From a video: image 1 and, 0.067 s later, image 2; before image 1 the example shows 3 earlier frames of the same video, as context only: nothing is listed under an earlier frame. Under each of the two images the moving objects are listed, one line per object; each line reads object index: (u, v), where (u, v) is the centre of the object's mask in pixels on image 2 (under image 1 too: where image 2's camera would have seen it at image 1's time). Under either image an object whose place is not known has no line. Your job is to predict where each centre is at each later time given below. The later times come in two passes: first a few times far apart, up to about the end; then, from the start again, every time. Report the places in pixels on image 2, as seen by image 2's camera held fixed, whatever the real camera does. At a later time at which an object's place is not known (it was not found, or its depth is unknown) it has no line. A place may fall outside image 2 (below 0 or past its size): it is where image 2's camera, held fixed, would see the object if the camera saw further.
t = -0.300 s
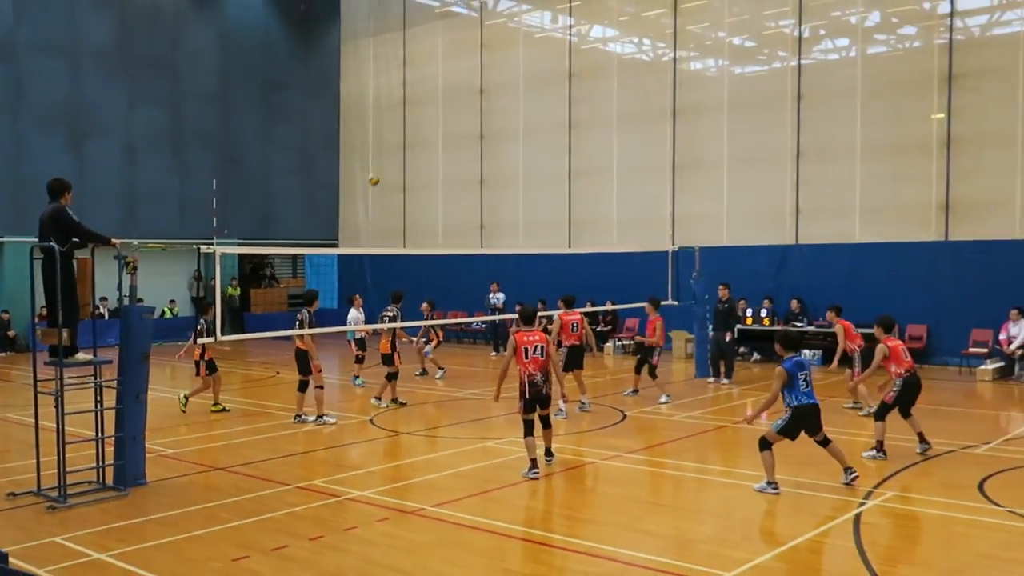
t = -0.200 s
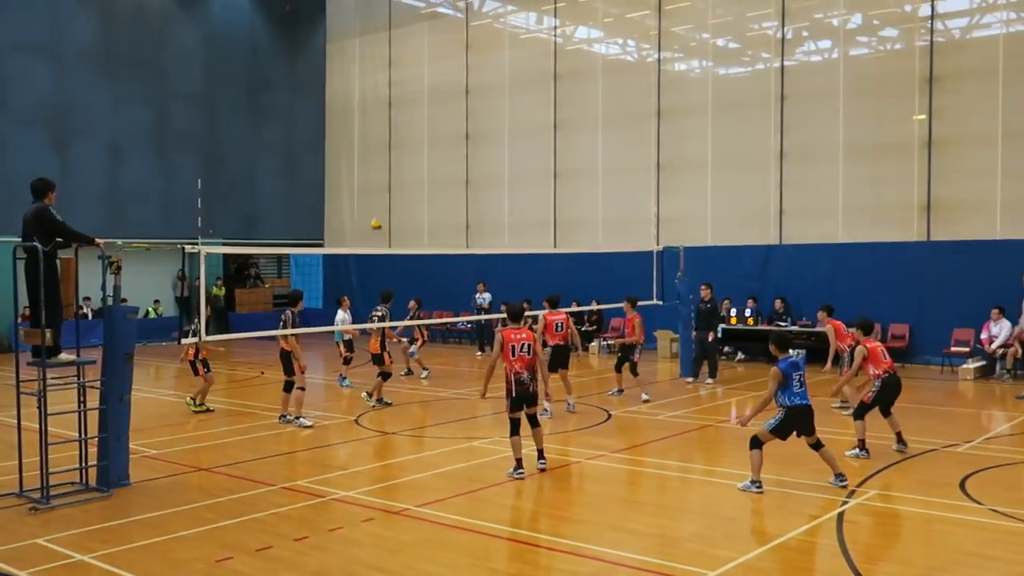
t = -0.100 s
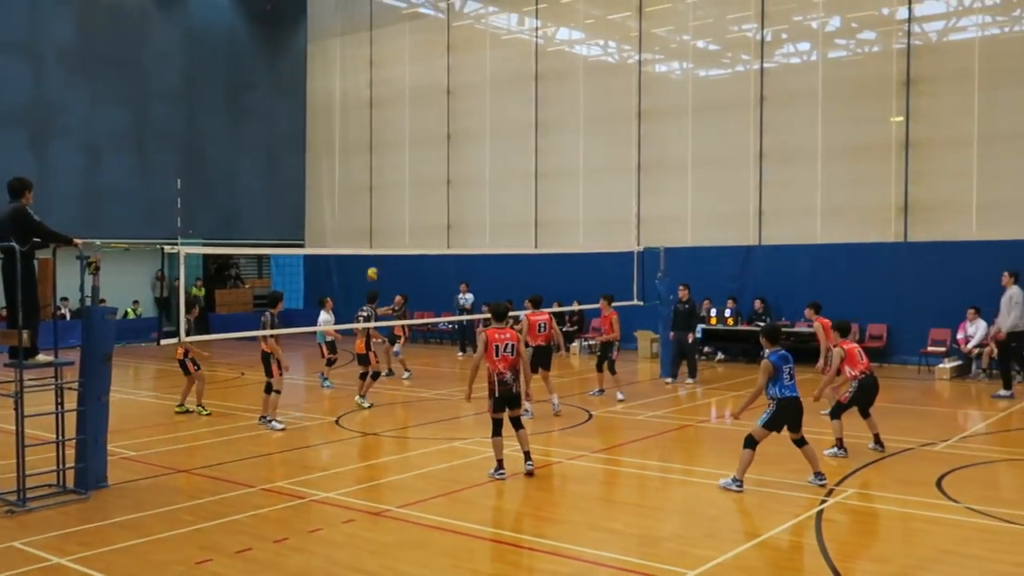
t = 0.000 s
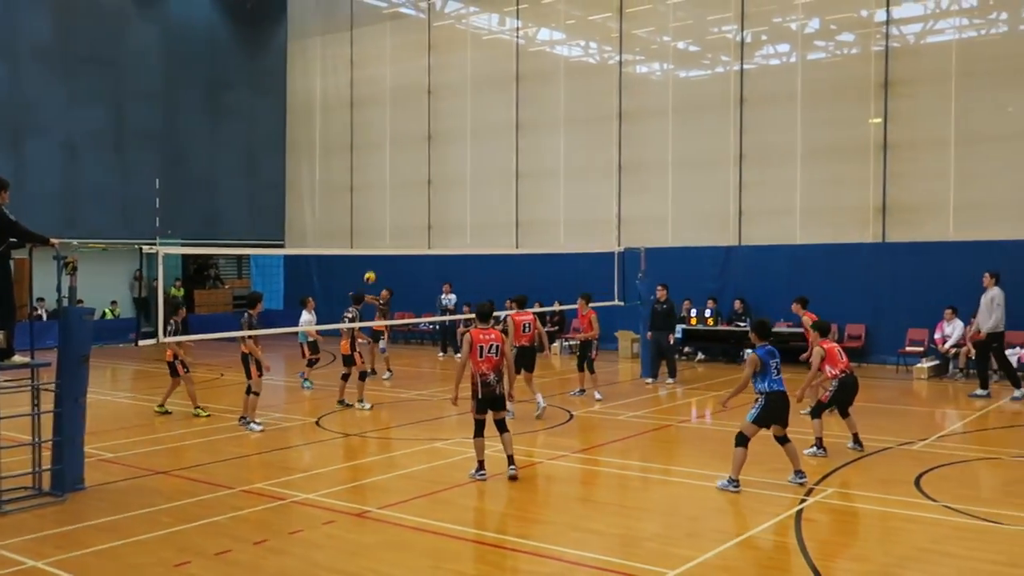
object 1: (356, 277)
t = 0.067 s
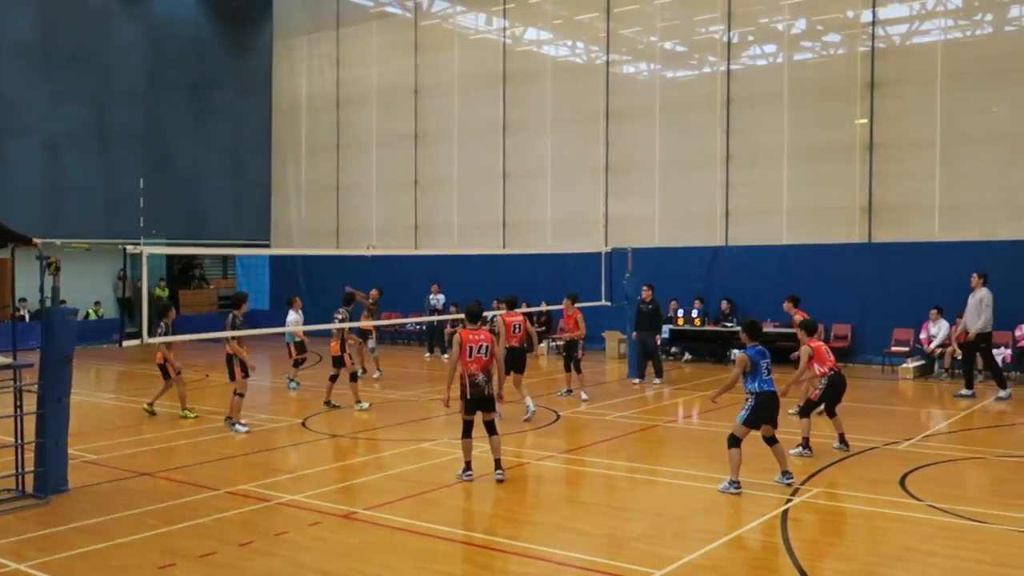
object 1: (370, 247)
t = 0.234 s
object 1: (403, 189)
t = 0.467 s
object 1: (455, 122)
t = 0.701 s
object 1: (521, 84)
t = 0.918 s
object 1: (596, 80)
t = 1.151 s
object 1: (691, 123)
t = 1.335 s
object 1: (780, 201)
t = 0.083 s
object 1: (373, 243)
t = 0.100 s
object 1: (376, 236)
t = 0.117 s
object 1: (378, 230)
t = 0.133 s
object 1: (381, 224)
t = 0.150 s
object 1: (385, 219)
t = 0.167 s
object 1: (389, 212)
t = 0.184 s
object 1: (392, 206)
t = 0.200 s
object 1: (396, 201)
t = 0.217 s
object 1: (398, 195)
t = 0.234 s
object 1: (403, 189)
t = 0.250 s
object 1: (406, 183)
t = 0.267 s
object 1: (409, 178)
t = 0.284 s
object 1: (413, 173)
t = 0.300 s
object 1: (416, 167)
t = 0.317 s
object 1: (420, 163)
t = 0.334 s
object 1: (424, 158)
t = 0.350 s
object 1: (428, 153)
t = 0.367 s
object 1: (432, 147)
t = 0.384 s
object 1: (435, 143)
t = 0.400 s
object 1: (439, 138)
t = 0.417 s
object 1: (443, 134)
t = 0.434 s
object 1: (447, 130)
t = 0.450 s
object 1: (450, 126)
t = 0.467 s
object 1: (455, 122)
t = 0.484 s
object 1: (459, 120)
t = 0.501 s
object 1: (464, 114)
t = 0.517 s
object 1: (468, 111)
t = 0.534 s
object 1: (473, 108)
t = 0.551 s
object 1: (477, 104)
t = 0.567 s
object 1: (482, 102)
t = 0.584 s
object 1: (486, 99)
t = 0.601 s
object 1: (491, 95)
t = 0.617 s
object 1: (496, 93)
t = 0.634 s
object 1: (502, 91)
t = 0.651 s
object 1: (506, 90)
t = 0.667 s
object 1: (511, 87)
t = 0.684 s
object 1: (517, 85)
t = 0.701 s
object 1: (521, 84)
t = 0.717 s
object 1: (527, 82)
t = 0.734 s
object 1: (533, 81)
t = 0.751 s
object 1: (538, 80)
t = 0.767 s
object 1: (544, 79)
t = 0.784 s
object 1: (549, 78)
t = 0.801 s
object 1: (554, 78)
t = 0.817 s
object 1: (561, 77)
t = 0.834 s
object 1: (566, 78)
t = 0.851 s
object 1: (573, 78)
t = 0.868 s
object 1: (578, 78)
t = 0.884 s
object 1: (584, 78)
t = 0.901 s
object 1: (590, 79)
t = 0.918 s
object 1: (596, 80)
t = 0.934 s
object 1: (602, 82)
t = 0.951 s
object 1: (609, 84)
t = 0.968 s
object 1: (614, 86)
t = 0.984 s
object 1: (622, 87)
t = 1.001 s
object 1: (628, 90)
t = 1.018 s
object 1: (635, 92)
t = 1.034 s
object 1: (642, 95)
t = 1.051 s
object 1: (649, 98)
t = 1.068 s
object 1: (655, 102)
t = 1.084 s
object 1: (662, 106)
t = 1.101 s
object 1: (669, 109)
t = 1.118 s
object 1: (677, 114)
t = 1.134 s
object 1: (685, 118)
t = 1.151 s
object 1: (691, 123)
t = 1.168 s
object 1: (699, 129)
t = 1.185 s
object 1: (707, 135)
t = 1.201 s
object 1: (714, 140)
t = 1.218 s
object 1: (722, 147)
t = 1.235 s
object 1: (730, 153)
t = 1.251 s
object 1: (739, 160)
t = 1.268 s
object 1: (747, 167)
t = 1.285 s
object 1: (755, 176)
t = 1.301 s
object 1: (763, 184)
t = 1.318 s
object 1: (772, 192)
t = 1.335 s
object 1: (780, 201)
